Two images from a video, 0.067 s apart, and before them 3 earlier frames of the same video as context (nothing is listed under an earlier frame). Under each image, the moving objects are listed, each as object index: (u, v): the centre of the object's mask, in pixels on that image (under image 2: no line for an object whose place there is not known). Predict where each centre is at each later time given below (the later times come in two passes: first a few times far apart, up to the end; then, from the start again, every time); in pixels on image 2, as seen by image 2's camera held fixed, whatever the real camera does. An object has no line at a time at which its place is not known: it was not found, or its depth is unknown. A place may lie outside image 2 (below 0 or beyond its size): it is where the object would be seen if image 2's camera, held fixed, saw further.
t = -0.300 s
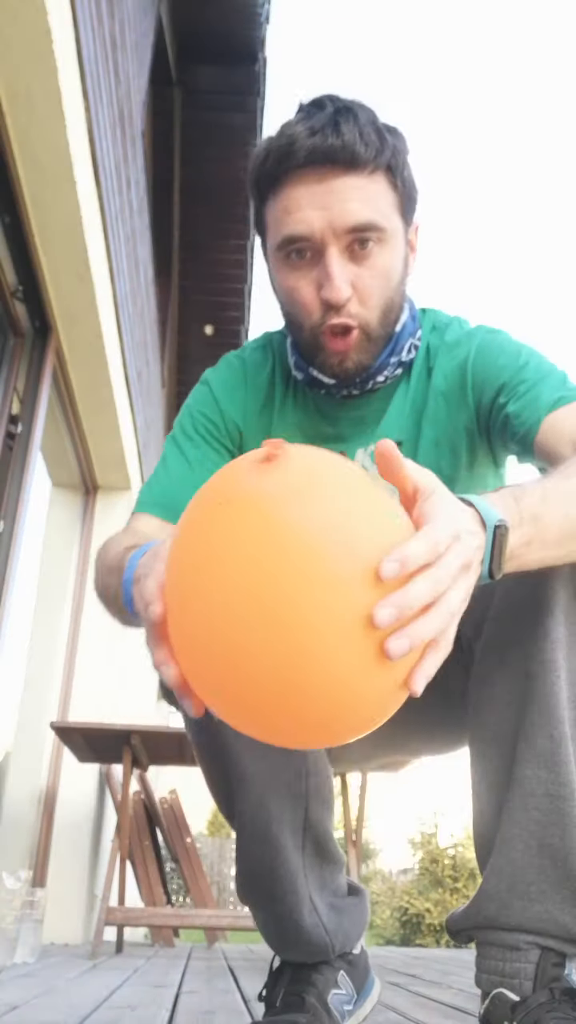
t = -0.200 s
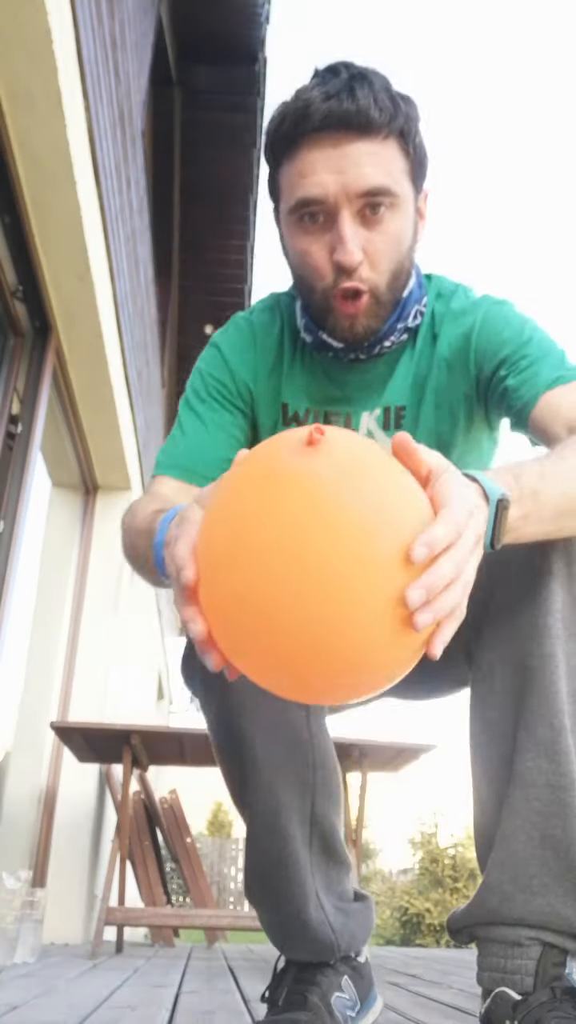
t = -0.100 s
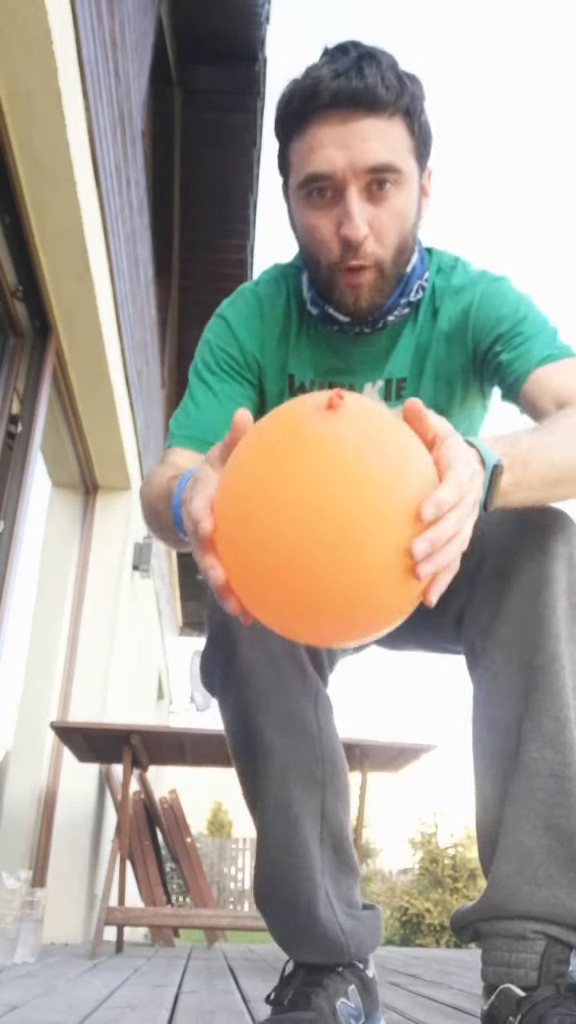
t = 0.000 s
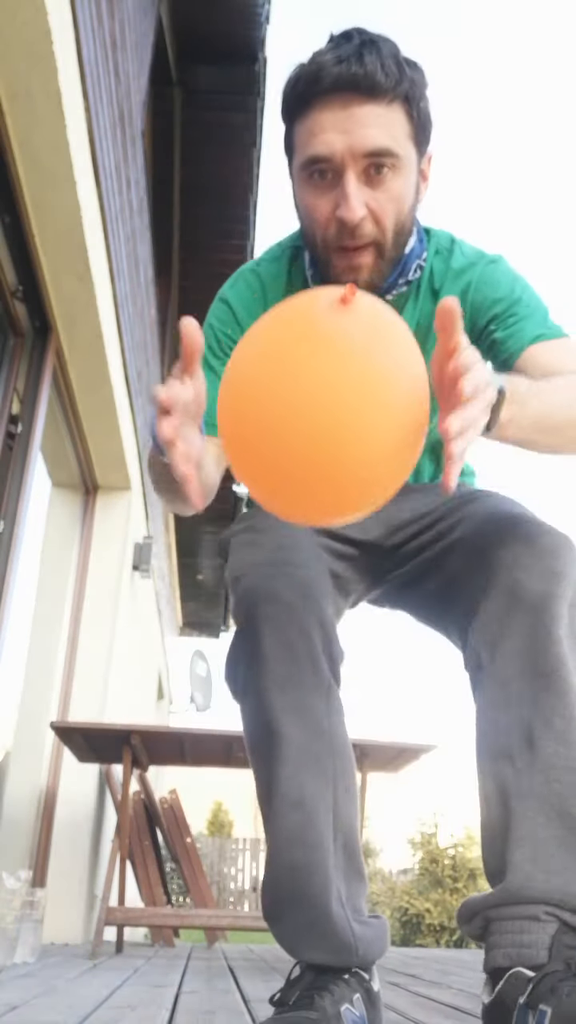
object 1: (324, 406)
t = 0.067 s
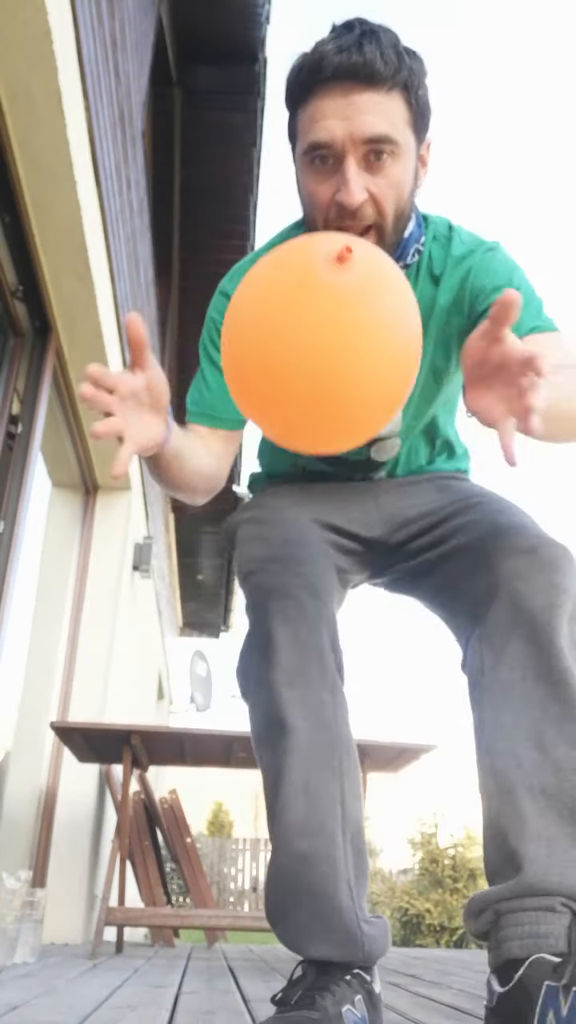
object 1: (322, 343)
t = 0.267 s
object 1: (281, 216)
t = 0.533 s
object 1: (182, 130)
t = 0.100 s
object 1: (320, 317)
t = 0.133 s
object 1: (317, 292)
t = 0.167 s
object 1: (311, 271)
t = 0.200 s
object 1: (303, 251)
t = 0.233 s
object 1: (293, 233)
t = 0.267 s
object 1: (281, 216)
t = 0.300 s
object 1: (268, 201)
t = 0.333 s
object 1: (255, 187)
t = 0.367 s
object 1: (242, 175)
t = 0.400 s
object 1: (229, 164)
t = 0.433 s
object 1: (216, 155)
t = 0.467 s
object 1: (204, 146)
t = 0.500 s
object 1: (192, 137)
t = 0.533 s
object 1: (182, 130)
